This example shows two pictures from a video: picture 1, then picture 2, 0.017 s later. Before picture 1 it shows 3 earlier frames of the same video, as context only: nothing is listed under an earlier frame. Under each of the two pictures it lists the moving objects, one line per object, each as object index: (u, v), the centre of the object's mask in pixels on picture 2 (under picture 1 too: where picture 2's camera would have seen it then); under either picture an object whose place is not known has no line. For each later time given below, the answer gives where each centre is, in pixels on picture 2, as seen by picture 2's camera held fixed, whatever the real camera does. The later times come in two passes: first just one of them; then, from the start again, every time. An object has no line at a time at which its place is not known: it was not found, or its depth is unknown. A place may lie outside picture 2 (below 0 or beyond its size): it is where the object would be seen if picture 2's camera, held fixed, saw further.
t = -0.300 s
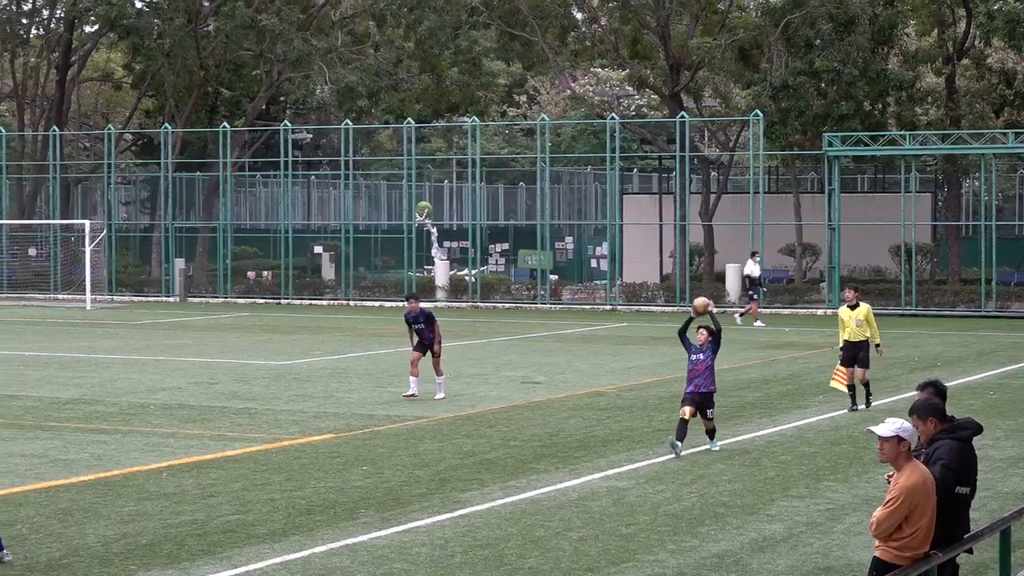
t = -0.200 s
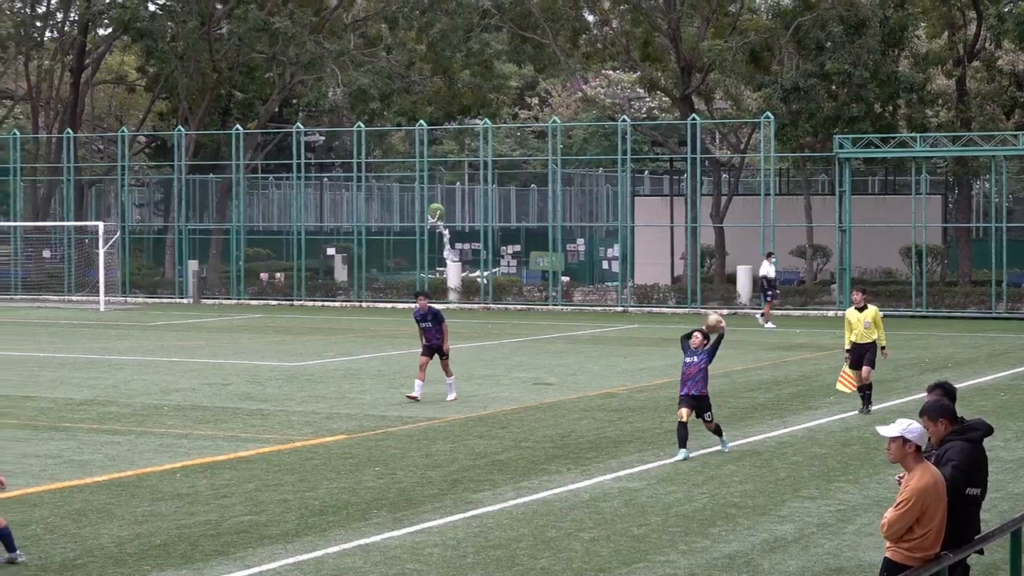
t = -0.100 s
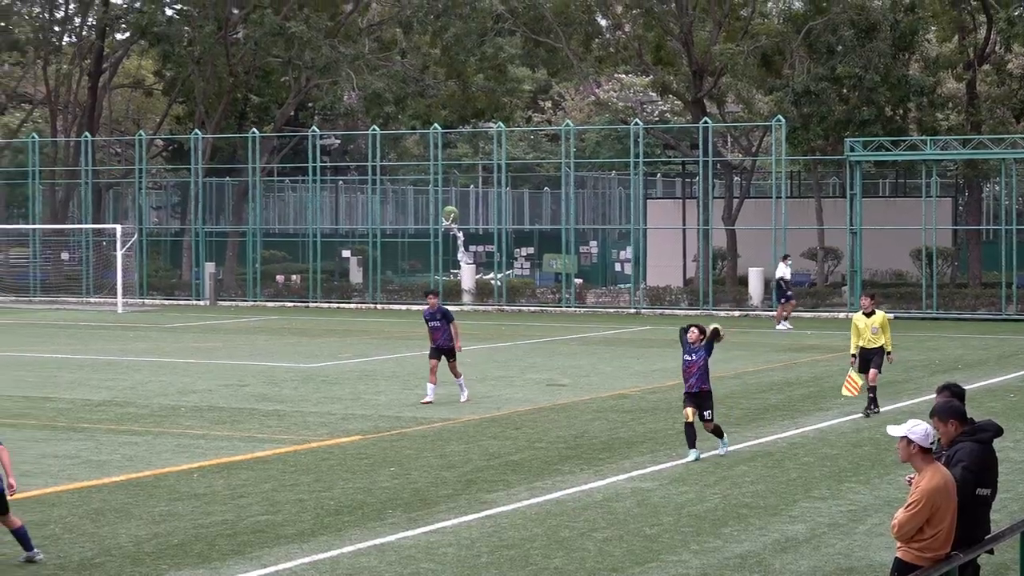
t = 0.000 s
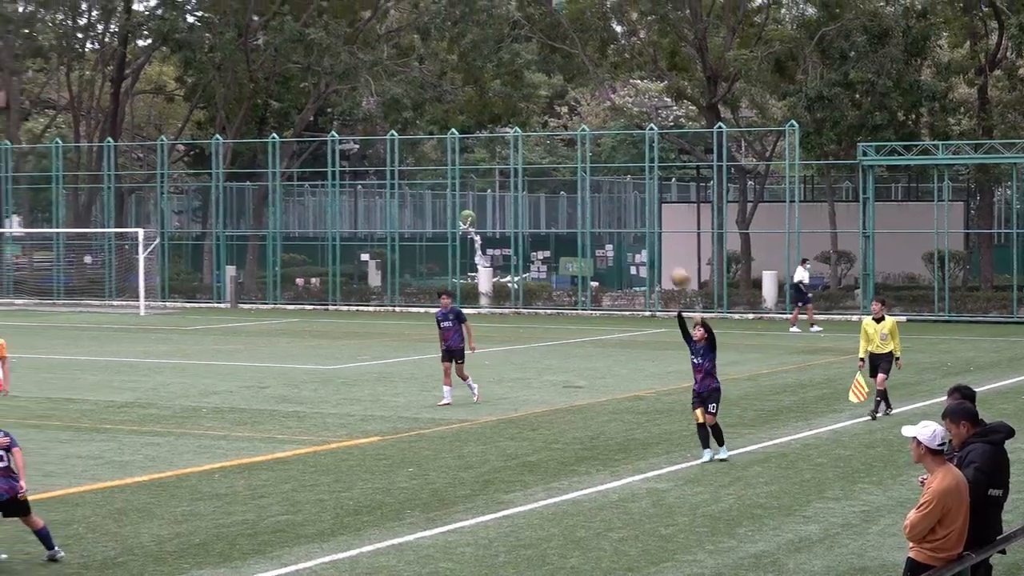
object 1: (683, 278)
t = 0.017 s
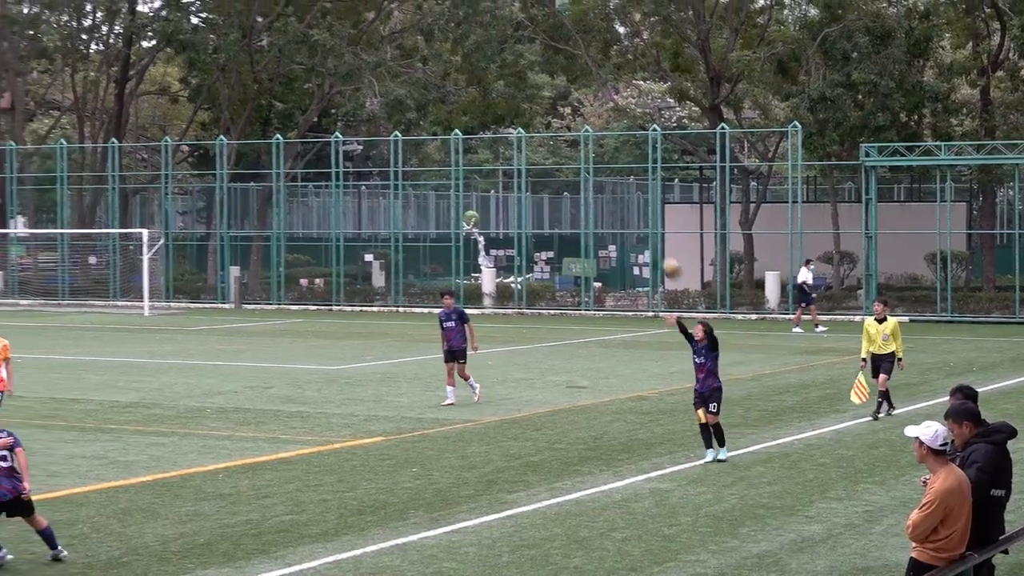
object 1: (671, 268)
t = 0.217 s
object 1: (522, 165)
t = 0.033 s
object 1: (659, 258)
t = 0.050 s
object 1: (647, 248)
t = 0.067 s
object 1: (636, 240)
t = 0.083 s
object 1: (623, 231)
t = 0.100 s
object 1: (611, 222)
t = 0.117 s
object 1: (599, 213)
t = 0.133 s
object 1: (586, 205)
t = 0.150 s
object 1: (573, 197)
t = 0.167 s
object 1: (561, 189)
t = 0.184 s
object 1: (548, 181)
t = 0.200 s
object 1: (536, 172)
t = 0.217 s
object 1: (522, 165)
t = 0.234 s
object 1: (509, 157)
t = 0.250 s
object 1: (496, 149)
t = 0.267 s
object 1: (482, 142)
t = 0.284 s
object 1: (469, 134)
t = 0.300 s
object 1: (454, 127)
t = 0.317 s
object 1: (441, 120)
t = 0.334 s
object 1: (427, 112)
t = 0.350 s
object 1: (412, 107)
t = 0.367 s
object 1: (398, 100)
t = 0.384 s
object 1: (383, 94)
